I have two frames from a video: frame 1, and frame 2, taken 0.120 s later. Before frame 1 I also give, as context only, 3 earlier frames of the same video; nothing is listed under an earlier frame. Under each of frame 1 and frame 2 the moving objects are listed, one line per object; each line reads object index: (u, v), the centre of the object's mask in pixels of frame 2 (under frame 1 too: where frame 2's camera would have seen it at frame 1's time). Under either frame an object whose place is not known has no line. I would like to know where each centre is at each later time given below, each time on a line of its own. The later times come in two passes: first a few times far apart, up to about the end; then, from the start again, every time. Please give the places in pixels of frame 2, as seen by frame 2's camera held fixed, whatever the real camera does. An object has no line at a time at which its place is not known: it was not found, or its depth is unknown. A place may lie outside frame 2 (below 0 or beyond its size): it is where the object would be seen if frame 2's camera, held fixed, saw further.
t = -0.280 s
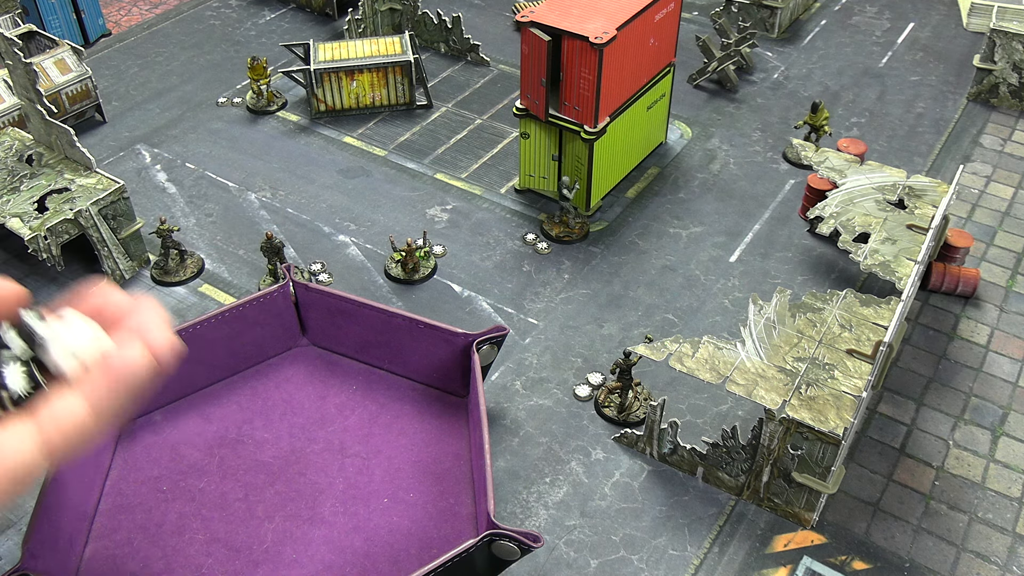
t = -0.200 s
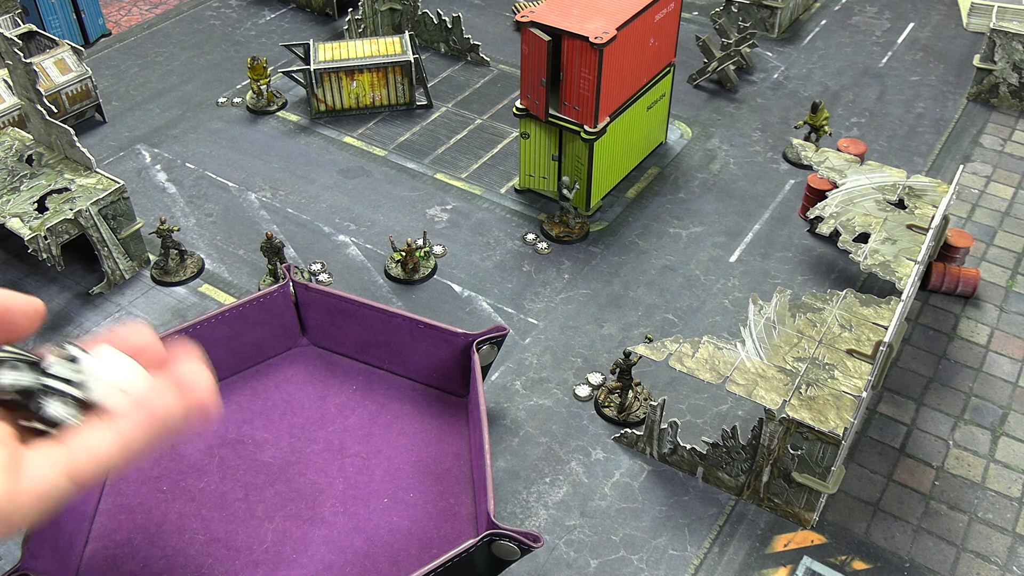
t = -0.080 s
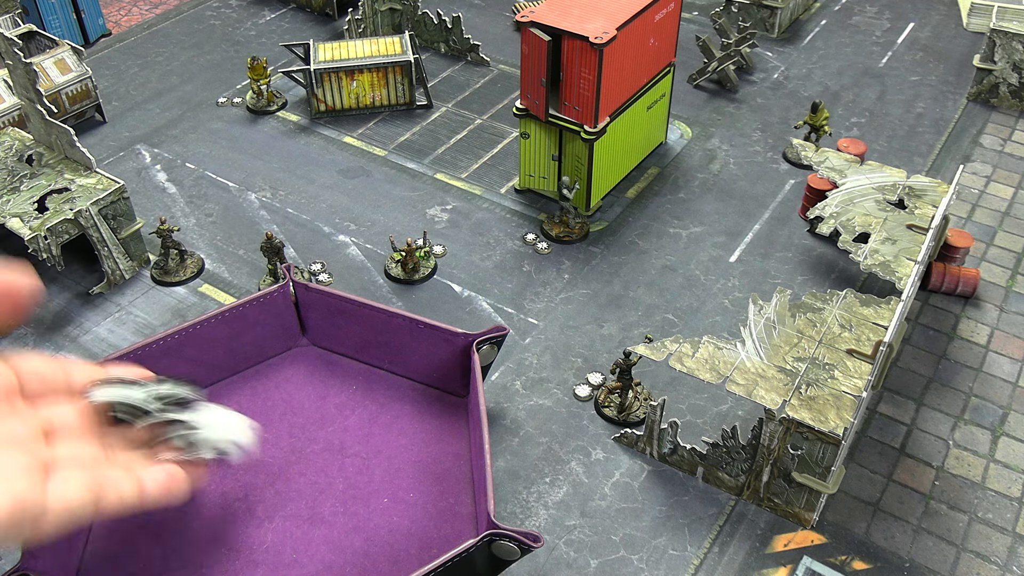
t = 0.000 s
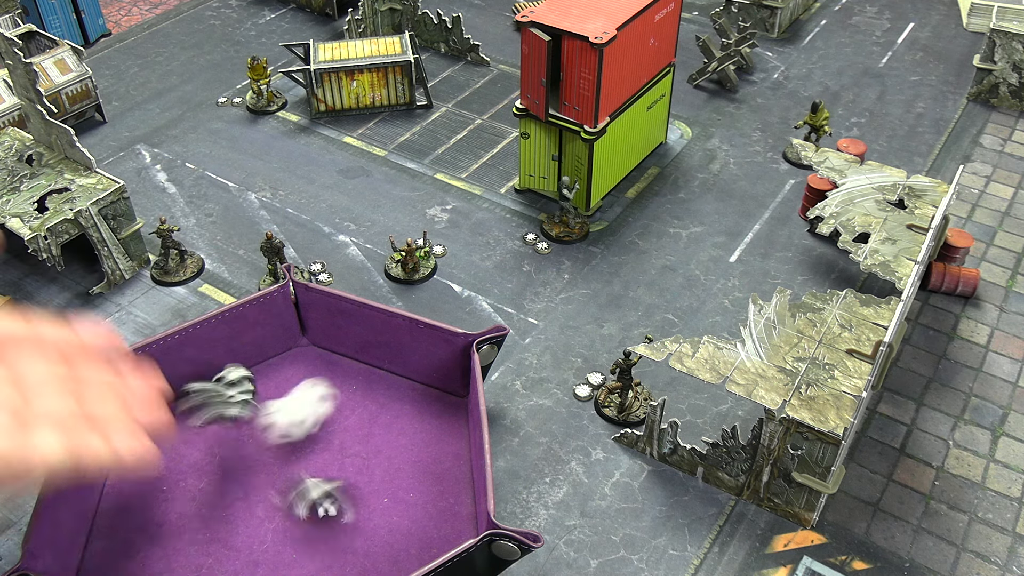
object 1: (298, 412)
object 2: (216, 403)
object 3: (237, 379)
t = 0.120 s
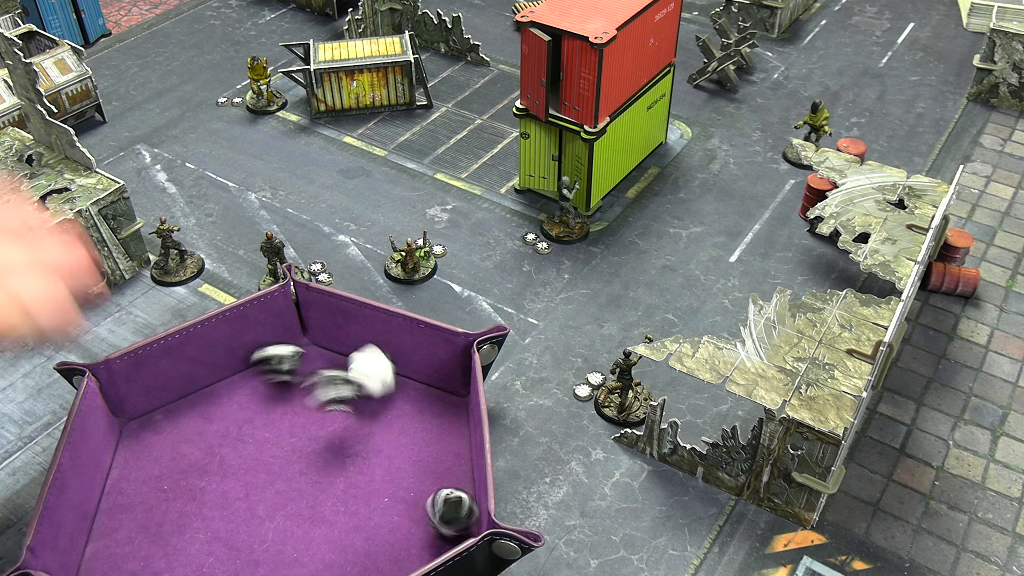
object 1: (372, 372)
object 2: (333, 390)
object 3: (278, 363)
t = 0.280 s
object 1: (417, 386)
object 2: (442, 441)
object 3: (341, 358)
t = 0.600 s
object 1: (437, 402)
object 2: (448, 453)
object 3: (332, 367)
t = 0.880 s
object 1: (443, 404)
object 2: (448, 453)
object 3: (332, 367)
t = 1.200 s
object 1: (442, 405)
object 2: (448, 453)
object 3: (332, 367)
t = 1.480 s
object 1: (442, 405)
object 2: (448, 453)
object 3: (332, 367)
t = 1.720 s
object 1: (442, 405)
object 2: (448, 452)
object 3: (332, 367)
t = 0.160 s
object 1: (386, 373)
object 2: (368, 408)
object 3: (302, 361)
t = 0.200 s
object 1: (397, 377)
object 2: (395, 423)
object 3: (317, 359)
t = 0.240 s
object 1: (407, 382)
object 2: (418, 432)
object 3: (327, 356)
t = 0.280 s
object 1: (417, 386)
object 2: (442, 441)
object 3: (341, 358)
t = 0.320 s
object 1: (422, 388)
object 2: (453, 448)
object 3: (343, 364)
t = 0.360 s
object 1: (426, 390)
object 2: (452, 452)
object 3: (340, 368)
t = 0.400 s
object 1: (430, 394)
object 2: (446, 453)
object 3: (333, 369)
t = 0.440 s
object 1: (435, 400)
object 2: (447, 453)
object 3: (329, 367)
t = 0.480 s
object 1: (433, 405)
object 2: (450, 453)
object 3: (332, 367)
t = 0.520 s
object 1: (433, 407)
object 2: (448, 453)
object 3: (332, 367)
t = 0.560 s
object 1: (434, 404)
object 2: (449, 453)
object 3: (332, 367)
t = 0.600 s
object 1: (437, 402)
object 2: (448, 453)
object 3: (332, 367)
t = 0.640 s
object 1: (438, 404)
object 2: (448, 453)
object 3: (332, 367)
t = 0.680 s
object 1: (442, 405)
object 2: (448, 453)
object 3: (332, 367)
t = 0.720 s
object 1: (444, 403)
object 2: (448, 453)
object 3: (332, 367)
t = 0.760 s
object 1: (444, 402)
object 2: (448, 453)
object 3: (332, 367)
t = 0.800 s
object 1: (442, 404)
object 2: (448, 453)
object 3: (332, 367)
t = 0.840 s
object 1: (441, 405)
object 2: (448, 453)
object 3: (332, 367)
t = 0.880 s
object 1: (443, 404)
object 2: (448, 453)
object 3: (332, 367)
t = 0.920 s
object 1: (442, 405)
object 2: (448, 453)
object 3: (332, 367)
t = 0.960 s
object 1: (441, 405)
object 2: (448, 453)
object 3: (332, 367)
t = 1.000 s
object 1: (442, 405)
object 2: (448, 453)
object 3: (332, 367)
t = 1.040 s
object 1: (442, 405)
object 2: (448, 453)
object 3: (332, 367)
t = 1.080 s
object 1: (442, 405)
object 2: (448, 453)
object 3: (332, 367)
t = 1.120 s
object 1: (442, 405)
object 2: (448, 453)
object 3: (332, 367)
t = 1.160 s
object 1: (442, 405)
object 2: (448, 453)
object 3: (332, 367)
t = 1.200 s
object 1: (442, 405)
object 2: (448, 453)
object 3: (332, 367)
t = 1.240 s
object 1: (442, 405)
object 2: (448, 453)
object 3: (332, 367)
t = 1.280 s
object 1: (442, 405)
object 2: (448, 453)
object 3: (332, 367)
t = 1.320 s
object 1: (442, 405)
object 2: (448, 453)
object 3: (332, 367)
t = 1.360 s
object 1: (442, 405)
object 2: (448, 453)
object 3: (332, 367)
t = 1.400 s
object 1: (442, 405)
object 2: (448, 453)
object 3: (332, 367)
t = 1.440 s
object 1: (442, 405)
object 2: (448, 453)
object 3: (332, 367)
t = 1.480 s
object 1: (442, 405)
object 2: (448, 453)
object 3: (332, 367)
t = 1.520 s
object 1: (442, 405)
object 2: (448, 453)
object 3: (332, 367)
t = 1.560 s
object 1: (442, 405)
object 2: (448, 453)
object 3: (332, 367)
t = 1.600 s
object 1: (442, 405)
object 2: (448, 453)
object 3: (332, 367)
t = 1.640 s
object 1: (442, 405)
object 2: (448, 453)
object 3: (332, 367)
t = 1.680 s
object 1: (442, 405)
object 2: (448, 453)
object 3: (332, 367)
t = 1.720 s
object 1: (442, 405)
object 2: (448, 452)
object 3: (332, 367)
